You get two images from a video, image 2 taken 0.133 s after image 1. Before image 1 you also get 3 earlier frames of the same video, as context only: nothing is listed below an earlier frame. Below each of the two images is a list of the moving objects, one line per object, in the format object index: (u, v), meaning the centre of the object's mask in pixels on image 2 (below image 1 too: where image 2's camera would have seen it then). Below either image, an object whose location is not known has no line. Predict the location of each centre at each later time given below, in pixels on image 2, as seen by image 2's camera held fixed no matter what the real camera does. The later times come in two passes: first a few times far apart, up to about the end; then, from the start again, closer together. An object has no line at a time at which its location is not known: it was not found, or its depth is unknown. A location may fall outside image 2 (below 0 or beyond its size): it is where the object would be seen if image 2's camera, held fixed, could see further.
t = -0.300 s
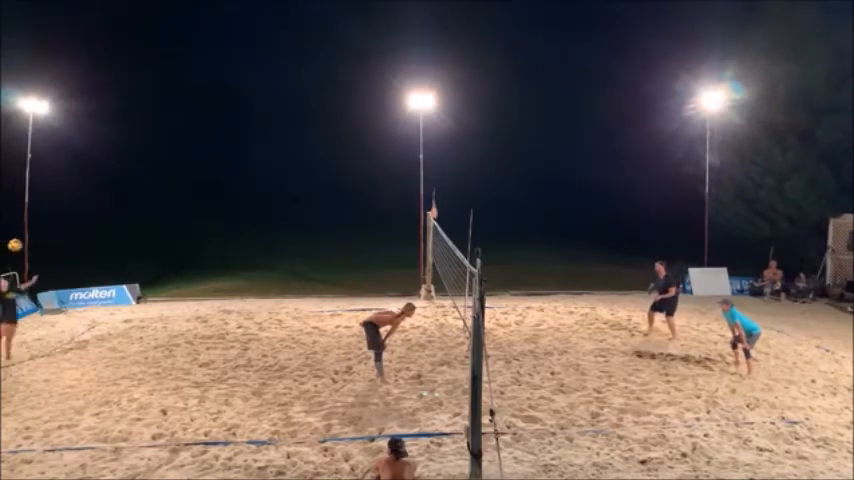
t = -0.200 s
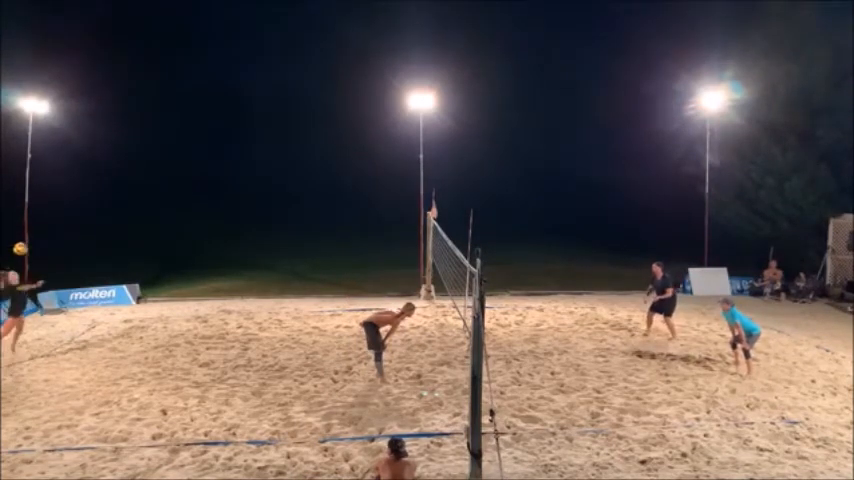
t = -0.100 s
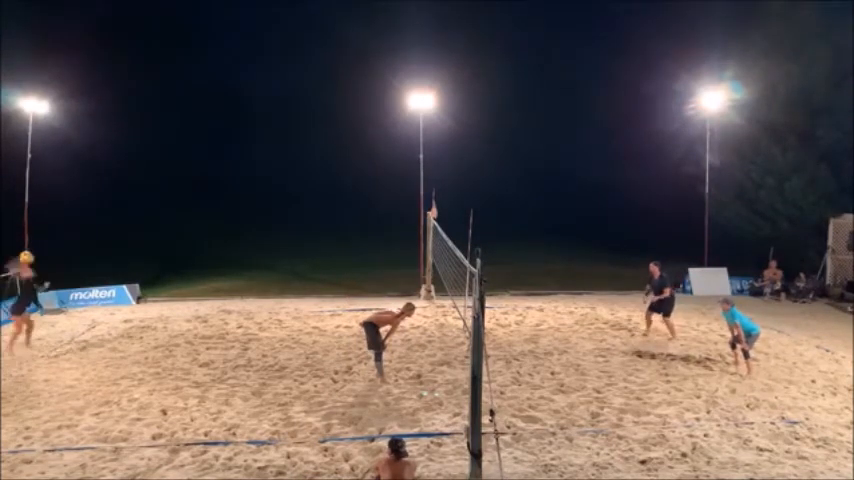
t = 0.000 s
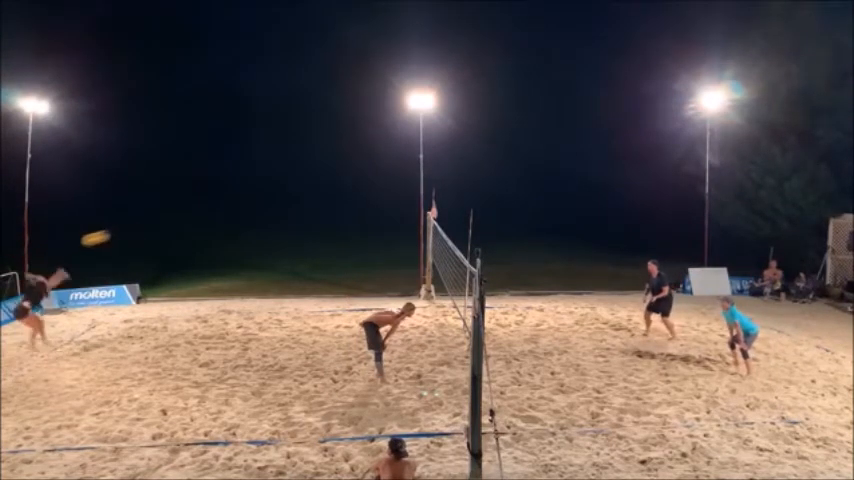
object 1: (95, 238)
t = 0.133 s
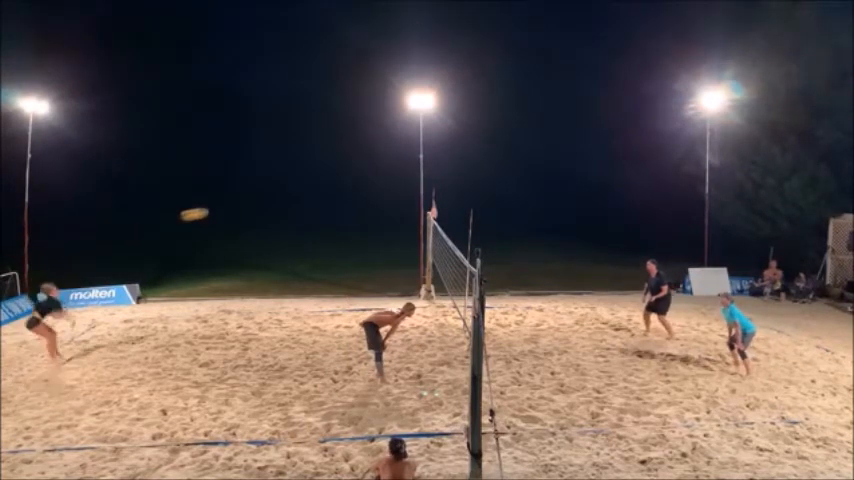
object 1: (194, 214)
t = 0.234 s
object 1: (265, 201)
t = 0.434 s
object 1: (396, 192)
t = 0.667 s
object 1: (533, 205)
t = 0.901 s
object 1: (657, 239)
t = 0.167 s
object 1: (218, 209)
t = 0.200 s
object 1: (242, 205)
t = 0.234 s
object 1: (265, 201)
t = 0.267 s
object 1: (288, 198)
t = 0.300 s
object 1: (311, 195)
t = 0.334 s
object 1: (333, 194)
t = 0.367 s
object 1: (354, 193)
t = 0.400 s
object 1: (375, 192)
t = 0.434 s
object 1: (396, 192)
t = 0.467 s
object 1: (416, 193)
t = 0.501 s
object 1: (437, 193)
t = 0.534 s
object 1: (457, 195)
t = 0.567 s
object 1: (476, 197)
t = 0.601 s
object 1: (495, 199)
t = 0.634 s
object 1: (515, 202)
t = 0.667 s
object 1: (533, 205)
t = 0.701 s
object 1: (552, 208)
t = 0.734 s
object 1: (570, 213)
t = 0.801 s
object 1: (605, 222)
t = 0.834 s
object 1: (623, 227)
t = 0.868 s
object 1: (640, 233)
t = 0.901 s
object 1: (657, 239)
